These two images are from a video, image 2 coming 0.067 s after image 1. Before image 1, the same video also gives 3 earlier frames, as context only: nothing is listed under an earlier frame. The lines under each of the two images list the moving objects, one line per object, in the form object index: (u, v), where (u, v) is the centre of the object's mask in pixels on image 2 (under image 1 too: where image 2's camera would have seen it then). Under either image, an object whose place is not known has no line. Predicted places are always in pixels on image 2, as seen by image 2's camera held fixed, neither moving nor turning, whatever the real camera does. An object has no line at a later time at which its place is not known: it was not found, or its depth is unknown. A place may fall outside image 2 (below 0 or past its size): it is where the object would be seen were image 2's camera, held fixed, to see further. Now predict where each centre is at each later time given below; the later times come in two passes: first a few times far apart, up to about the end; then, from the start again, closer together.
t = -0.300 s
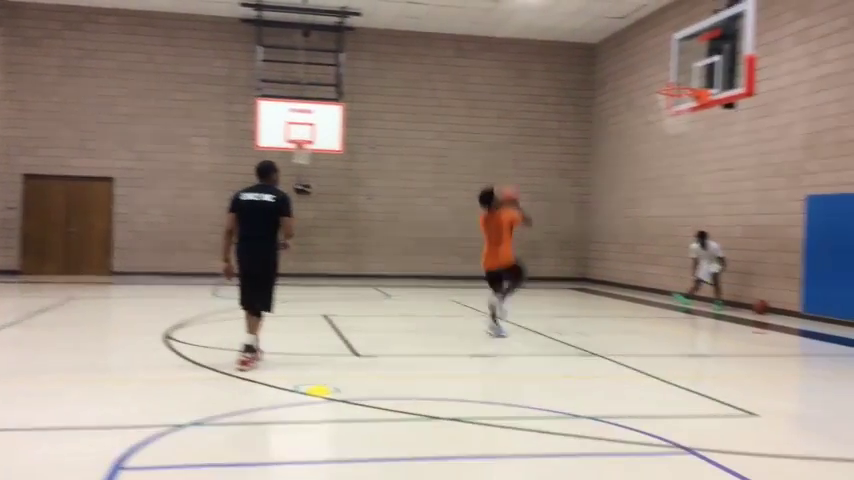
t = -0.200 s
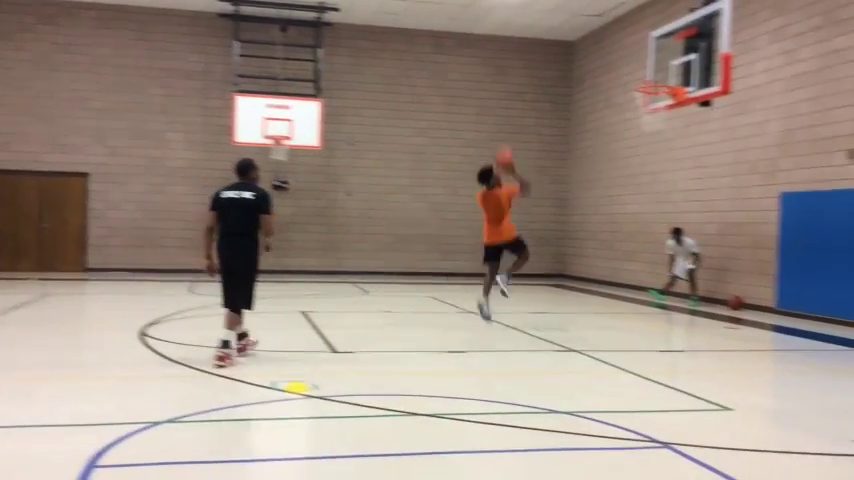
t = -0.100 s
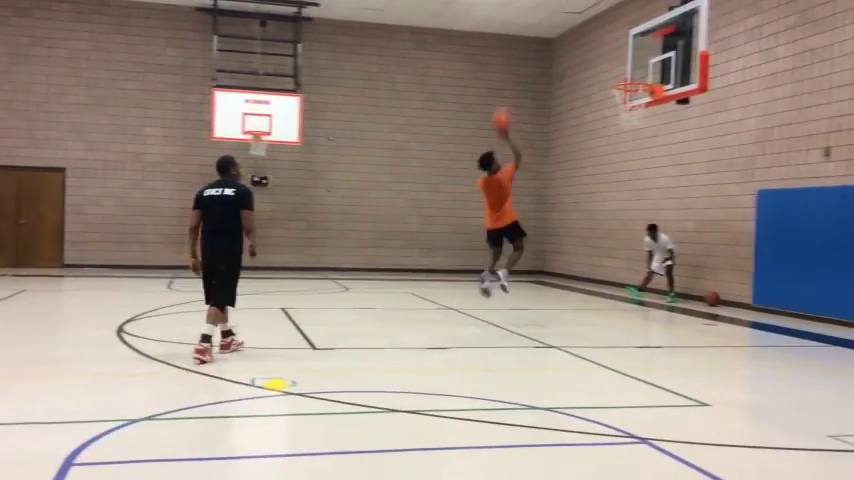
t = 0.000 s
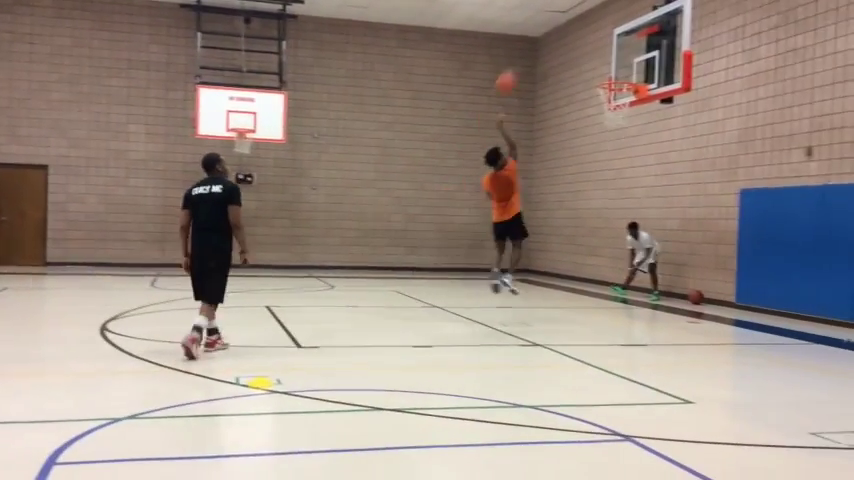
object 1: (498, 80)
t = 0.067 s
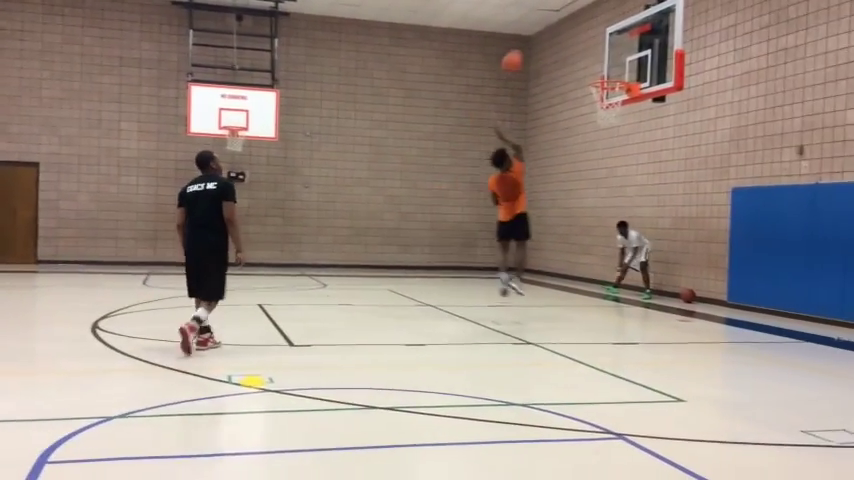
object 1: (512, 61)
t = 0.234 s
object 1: (545, 31)
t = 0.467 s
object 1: (587, 23)
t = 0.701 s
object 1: (625, 59)
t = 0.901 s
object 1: (601, 82)
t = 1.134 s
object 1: (601, 87)
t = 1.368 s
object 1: (616, 123)
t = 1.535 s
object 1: (622, 173)
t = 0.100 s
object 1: (519, 53)
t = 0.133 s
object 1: (525, 46)
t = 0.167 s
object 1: (532, 40)
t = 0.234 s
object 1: (545, 31)
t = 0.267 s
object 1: (552, 28)
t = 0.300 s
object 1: (558, 25)
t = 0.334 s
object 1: (563, 23)
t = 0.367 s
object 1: (570, 22)
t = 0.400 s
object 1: (575, 21)
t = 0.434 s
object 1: (580, 22)
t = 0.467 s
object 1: (587, 23)
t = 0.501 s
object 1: (593, 26)
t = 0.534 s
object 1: (597, 29)
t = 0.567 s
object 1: (604, 34)
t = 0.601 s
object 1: (609, 39)
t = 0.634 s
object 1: (615, 45)
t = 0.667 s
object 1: (620, 52)
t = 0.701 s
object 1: (625, 59)
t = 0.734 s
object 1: (629, 68)
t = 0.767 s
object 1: (625, 74)
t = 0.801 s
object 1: (619, 76)
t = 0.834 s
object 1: (610, 81)
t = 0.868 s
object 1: (604, 81)
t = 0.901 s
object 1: (601, 82)
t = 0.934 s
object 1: (607, 83)
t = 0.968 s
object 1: (611, 84)
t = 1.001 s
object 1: (613, 83)
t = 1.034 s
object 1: (611, 83)
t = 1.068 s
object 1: (607, 84)
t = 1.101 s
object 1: (604, 85)
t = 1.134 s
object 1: (601, 87)
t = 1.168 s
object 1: (602, 90)
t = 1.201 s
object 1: (605, 93)
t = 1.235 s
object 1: (608, 100)
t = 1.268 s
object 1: (612, 106)
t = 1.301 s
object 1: (613, 111)
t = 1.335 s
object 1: (614, 116)
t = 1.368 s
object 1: (616, 123)
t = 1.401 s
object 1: (616, 128)
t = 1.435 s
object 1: (618, 136)
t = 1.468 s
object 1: (620, 144)
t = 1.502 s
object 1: (621, 154)
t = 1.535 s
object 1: (622, 173)
